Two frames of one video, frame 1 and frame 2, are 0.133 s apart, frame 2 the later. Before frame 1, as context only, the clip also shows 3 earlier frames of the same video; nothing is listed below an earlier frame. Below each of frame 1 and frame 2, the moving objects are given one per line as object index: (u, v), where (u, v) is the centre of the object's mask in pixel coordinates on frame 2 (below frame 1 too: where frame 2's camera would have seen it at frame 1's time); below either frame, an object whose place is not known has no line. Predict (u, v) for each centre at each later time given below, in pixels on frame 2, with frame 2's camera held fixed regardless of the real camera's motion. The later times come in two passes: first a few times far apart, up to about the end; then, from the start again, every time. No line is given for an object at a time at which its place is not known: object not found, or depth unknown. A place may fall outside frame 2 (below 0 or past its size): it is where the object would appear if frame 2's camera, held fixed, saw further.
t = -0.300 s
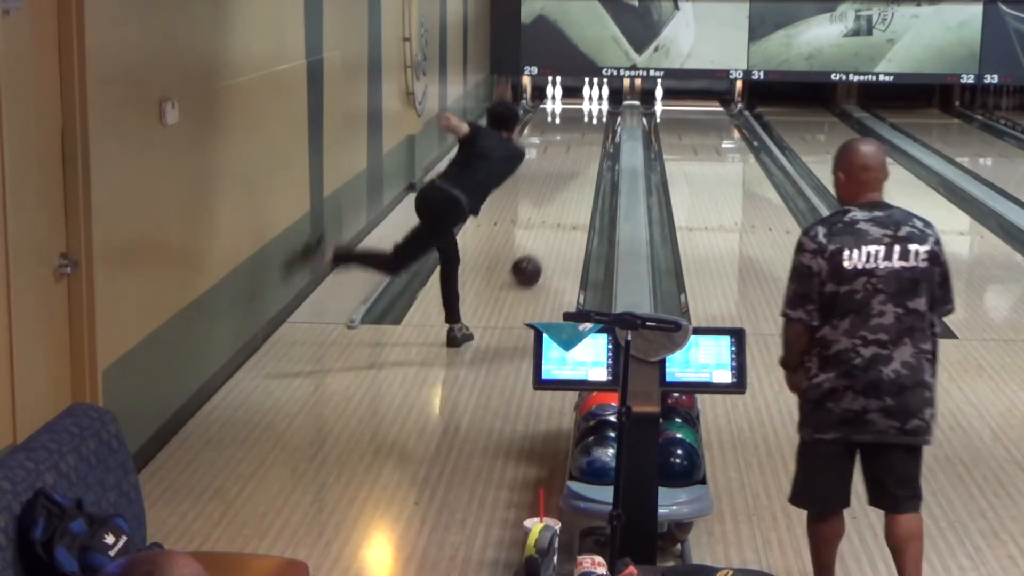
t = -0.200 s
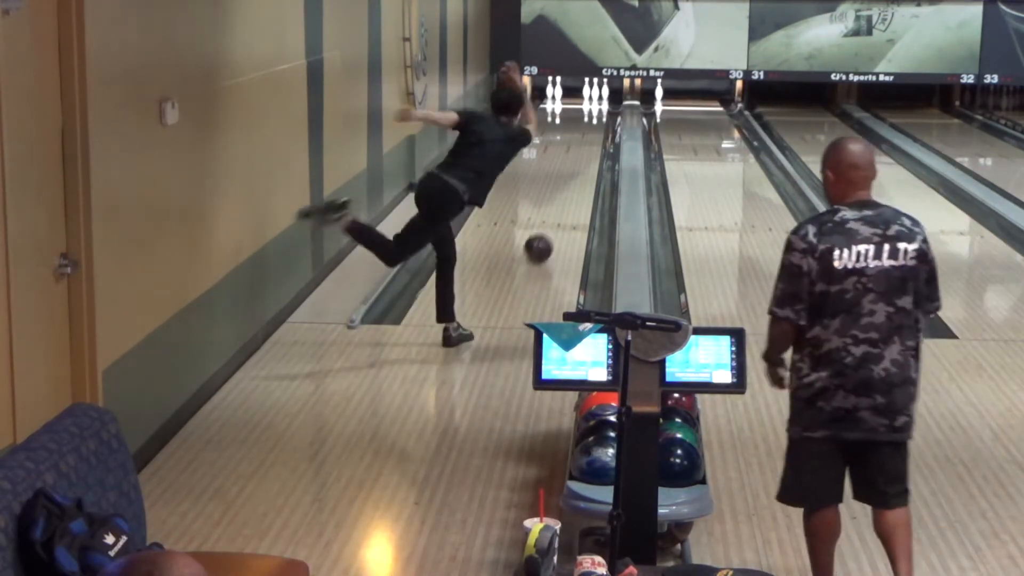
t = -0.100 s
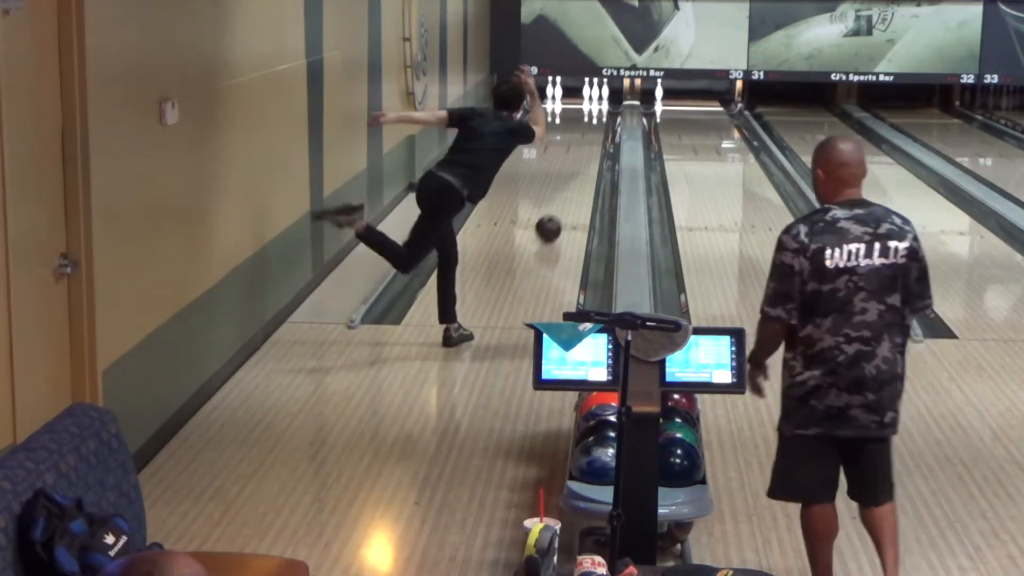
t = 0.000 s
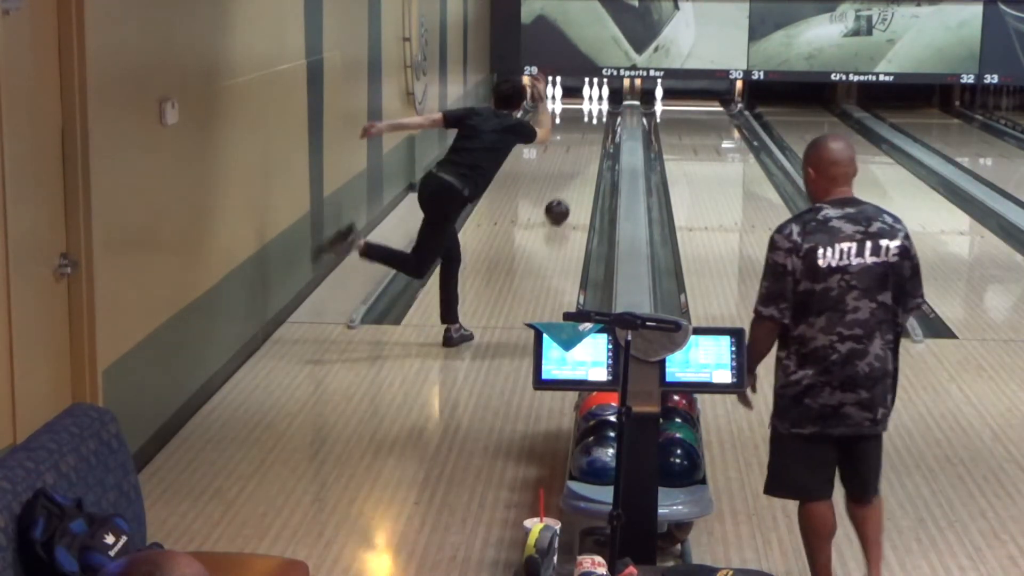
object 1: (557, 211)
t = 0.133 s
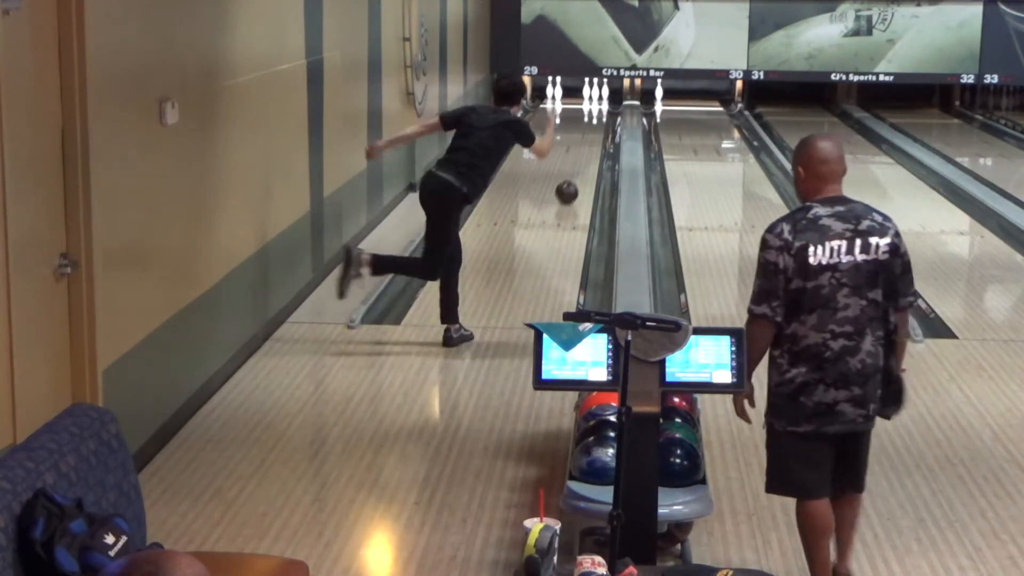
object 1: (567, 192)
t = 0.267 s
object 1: (574, 176)
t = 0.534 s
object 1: (587, 150)
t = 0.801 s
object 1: (595, 130)
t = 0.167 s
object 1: (569, 188)
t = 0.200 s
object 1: (571, 184)
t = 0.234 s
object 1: (573, 180)
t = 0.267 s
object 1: (574, 176)
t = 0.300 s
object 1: (576, 172)
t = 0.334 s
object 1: (578, 168)
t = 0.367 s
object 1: (580, 165)
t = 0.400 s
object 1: (581, 162)
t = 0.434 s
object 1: (583, 159)
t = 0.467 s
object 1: (584, 155)
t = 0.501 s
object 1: (586, 152)
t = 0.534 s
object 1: (587, 150)
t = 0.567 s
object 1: (588, 147)
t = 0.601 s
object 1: (589, 144)
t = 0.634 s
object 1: (590, 141)
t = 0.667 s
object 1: (591, 139)
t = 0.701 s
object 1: (593, 136)
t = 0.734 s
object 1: (594, 134)
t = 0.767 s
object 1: (595, 132)
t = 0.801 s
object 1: (595, 130)
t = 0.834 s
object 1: (597, 127)
